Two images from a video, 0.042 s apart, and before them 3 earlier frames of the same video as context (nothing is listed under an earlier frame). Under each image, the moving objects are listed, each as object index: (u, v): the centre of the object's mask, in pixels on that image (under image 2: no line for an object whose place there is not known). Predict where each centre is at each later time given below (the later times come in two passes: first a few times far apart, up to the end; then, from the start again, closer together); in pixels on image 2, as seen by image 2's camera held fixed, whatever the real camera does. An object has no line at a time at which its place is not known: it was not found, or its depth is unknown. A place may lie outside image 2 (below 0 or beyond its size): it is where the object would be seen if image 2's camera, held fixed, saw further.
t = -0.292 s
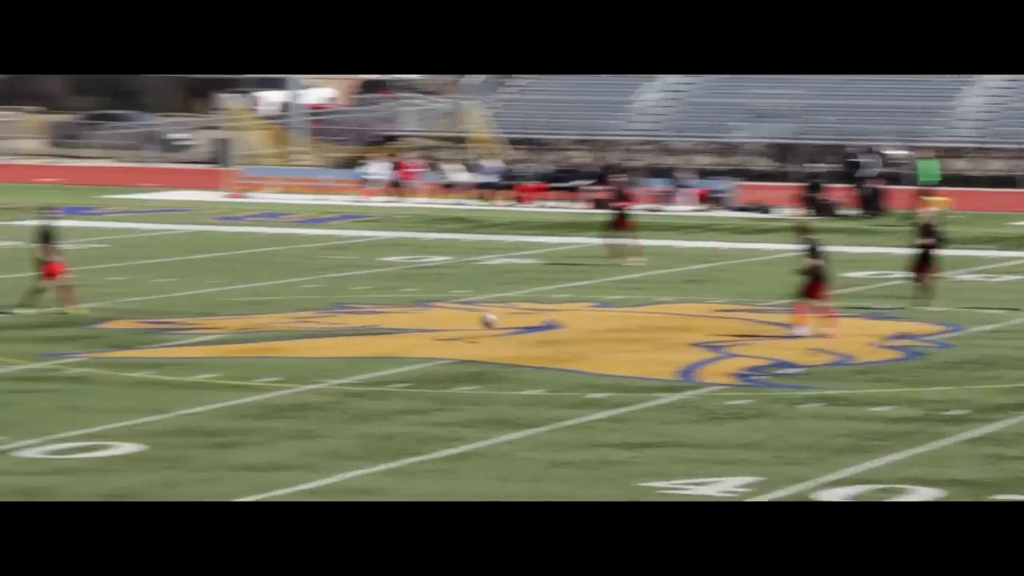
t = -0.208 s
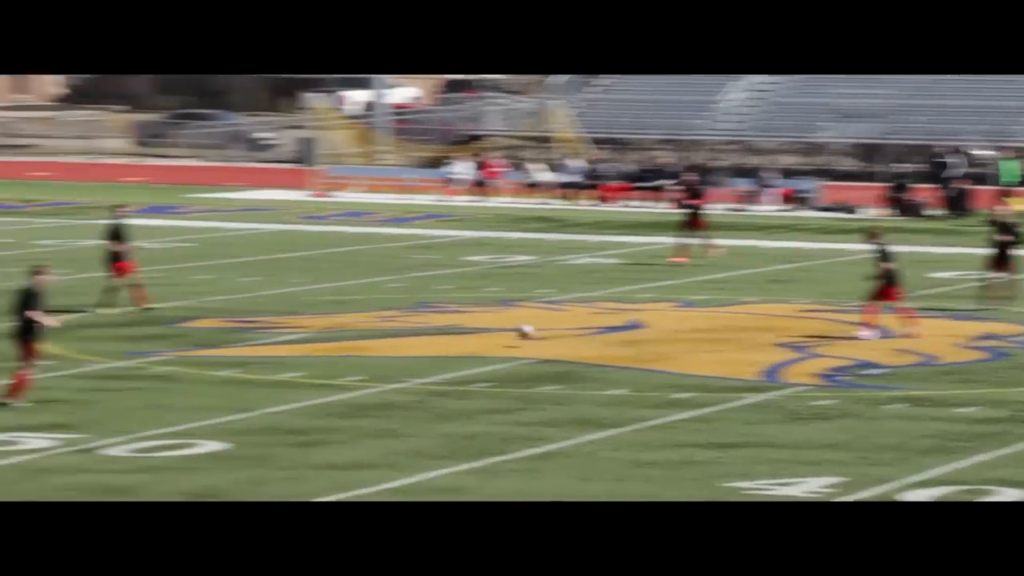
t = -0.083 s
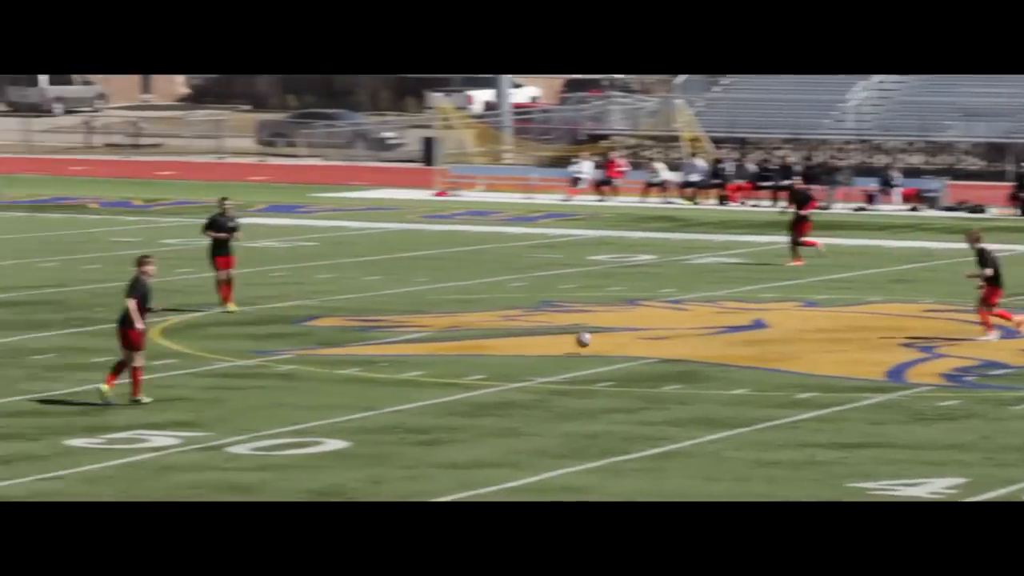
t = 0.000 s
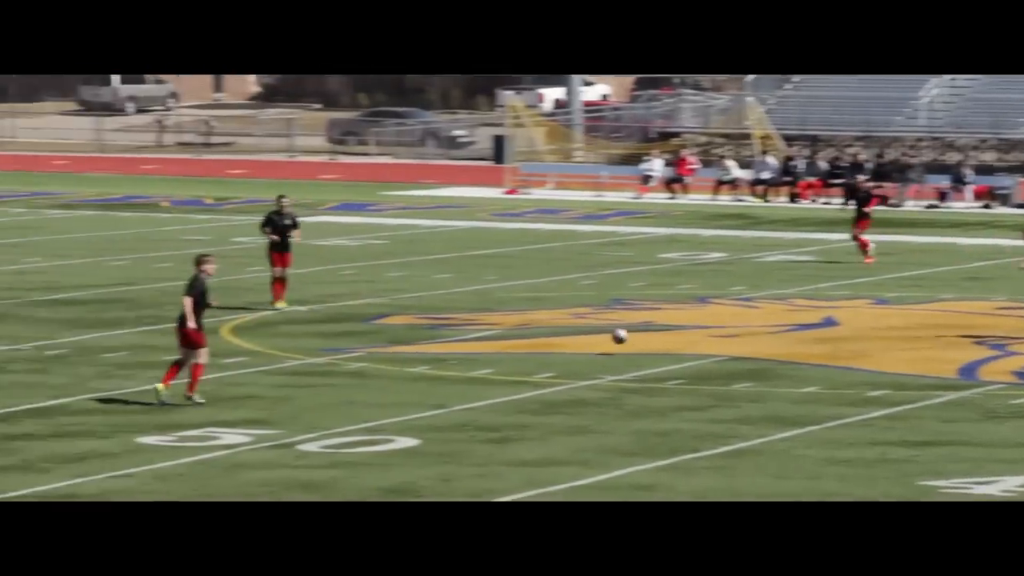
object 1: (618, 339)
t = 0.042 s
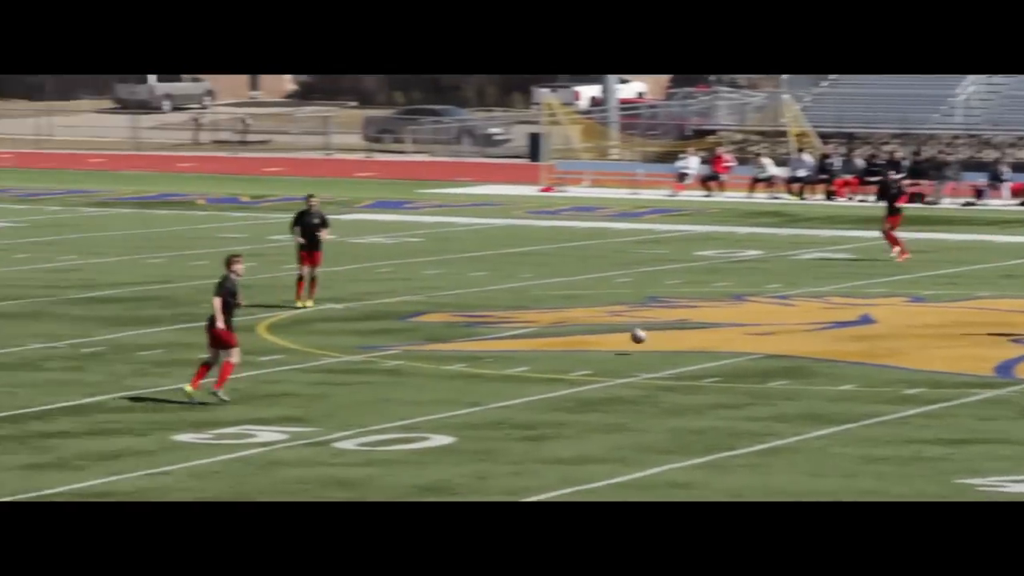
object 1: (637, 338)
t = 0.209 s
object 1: (572, 358)
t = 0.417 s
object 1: (494, 364)
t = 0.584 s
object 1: (433, 370)
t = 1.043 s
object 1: (272, 395)
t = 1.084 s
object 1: (259, 393)
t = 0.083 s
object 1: (620, 341)
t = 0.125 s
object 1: (605, 347)
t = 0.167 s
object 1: (588, 354)
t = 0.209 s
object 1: (572, 358)
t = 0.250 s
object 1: (556, 356)
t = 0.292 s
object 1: (540, 355)
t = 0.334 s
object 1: (525, 356)
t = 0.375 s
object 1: (509, 359)
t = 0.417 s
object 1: (494, 364)
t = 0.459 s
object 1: (479, 370)
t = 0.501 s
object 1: (463, 373)
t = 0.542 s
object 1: (448, 371)
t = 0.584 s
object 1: (433, 370)
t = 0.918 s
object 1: (314, 395)
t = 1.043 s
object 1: (272, 395)
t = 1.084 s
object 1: (259, 393)
